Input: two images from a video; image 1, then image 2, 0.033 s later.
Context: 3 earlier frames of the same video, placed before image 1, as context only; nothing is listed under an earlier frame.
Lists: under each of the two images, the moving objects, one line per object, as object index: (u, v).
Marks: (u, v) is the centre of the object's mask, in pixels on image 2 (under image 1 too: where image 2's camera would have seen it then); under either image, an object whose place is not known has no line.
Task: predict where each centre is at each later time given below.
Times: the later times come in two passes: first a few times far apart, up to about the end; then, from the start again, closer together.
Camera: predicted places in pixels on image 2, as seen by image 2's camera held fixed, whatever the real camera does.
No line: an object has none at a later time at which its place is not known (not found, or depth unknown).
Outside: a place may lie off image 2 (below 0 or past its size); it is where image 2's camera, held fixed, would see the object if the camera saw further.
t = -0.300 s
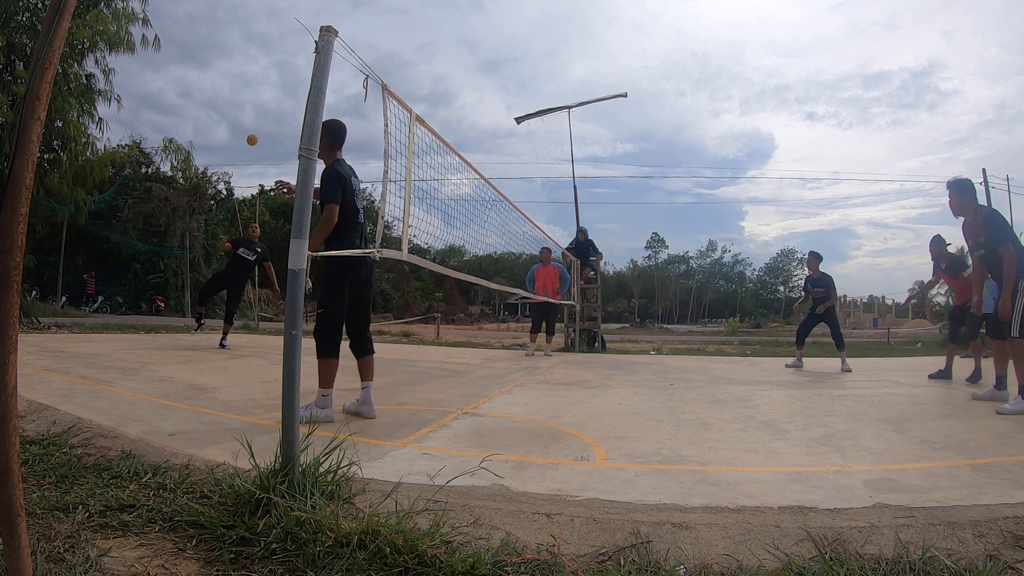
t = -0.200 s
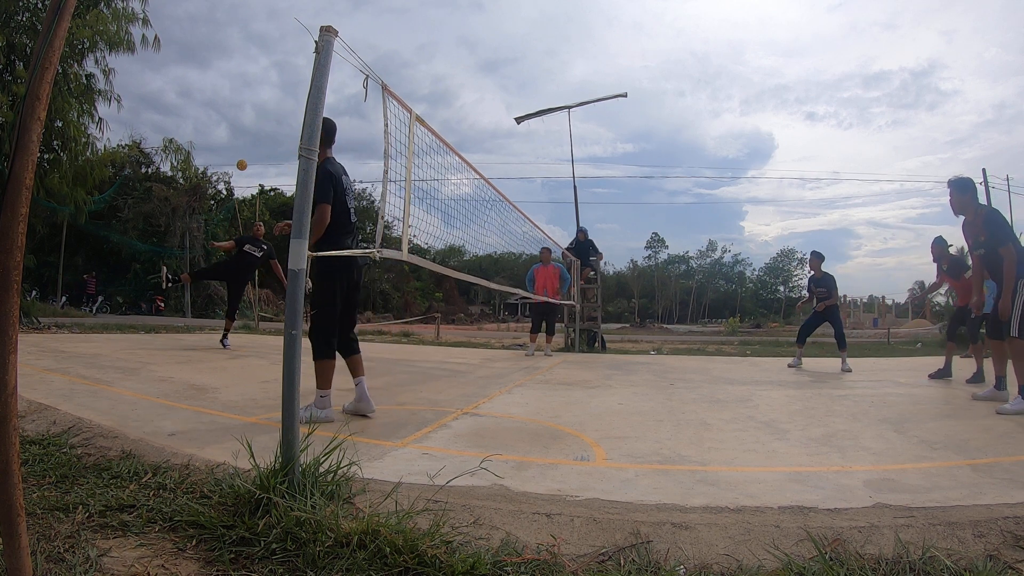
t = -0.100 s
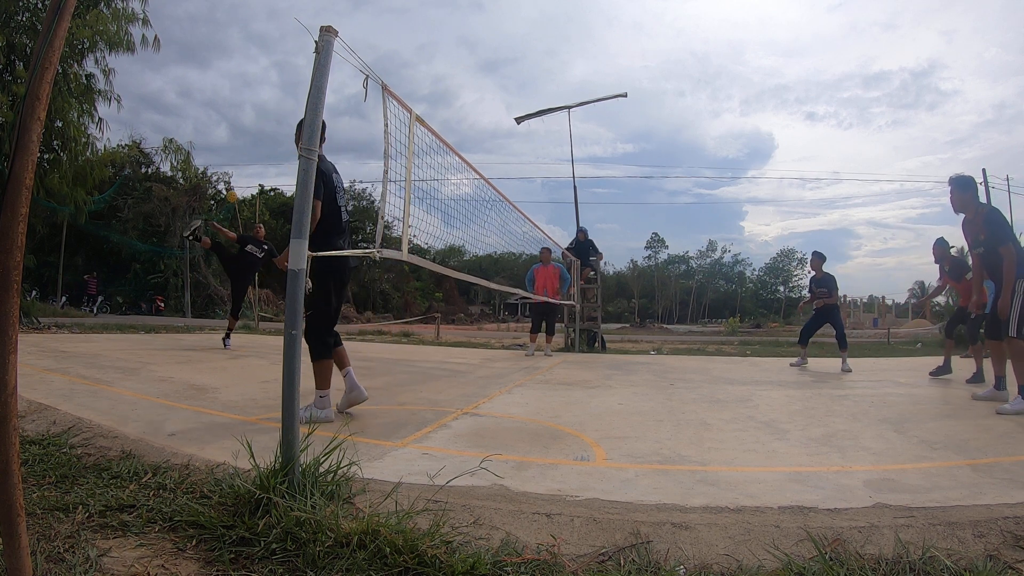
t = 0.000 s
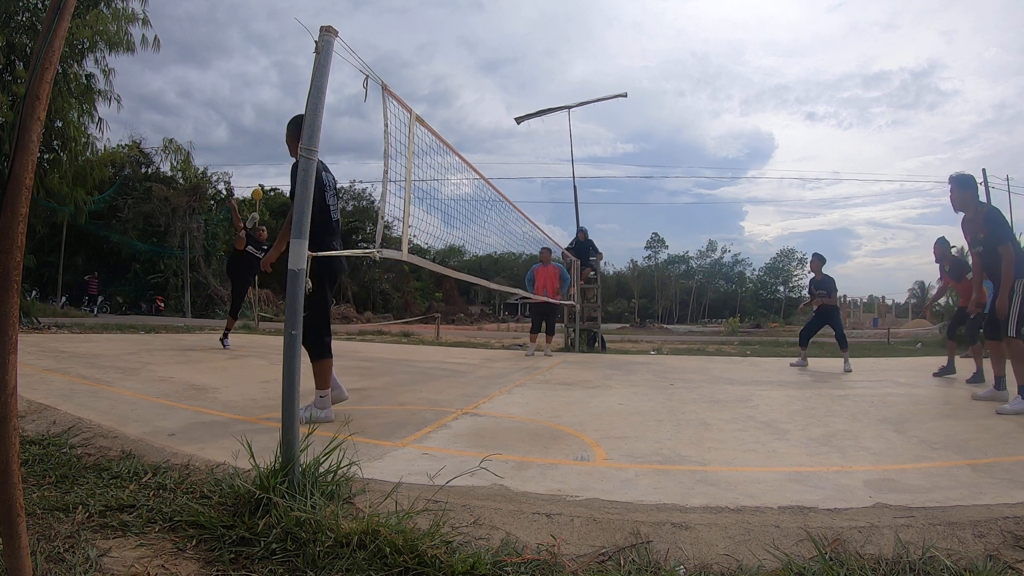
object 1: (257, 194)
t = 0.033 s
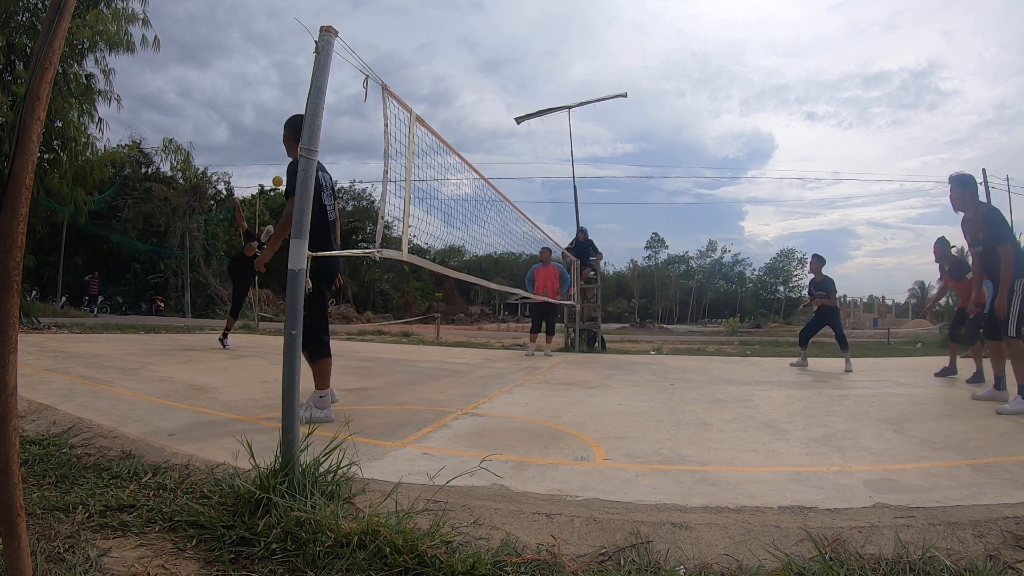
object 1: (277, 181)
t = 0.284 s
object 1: (450, 112)
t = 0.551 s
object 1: (657, 100)
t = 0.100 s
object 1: (321, 158)
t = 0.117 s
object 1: (332, 153)
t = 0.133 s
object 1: (343, 148)
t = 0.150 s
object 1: (354, 143)
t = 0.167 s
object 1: (366, 138)
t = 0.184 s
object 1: (377, 134)
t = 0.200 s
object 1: (390, 129)
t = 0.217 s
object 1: (401, 125)
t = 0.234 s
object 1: (418, 122)
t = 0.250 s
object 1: (426, 117)
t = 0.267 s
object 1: (438, 115)
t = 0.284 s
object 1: (450, 112)
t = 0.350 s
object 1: (501, 102)
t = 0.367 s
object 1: (513, 100)
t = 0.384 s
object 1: (526, 99)
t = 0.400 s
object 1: (539, 97)
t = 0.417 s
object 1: (552, 97)
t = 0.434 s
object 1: (565, 96)
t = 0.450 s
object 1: (578, 96)
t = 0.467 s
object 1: (591, 96)
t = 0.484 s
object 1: (604, 96)
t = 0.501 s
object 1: (618, 96)
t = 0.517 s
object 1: (631, 98)
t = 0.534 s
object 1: (644, 99)
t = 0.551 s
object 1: (657, 100)
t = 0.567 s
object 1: (670, 102)
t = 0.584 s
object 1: (683, 104)
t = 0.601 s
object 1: (696, 107)
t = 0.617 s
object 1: (709, 110)
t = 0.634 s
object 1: (722, 113)
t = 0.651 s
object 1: (735, 116)
